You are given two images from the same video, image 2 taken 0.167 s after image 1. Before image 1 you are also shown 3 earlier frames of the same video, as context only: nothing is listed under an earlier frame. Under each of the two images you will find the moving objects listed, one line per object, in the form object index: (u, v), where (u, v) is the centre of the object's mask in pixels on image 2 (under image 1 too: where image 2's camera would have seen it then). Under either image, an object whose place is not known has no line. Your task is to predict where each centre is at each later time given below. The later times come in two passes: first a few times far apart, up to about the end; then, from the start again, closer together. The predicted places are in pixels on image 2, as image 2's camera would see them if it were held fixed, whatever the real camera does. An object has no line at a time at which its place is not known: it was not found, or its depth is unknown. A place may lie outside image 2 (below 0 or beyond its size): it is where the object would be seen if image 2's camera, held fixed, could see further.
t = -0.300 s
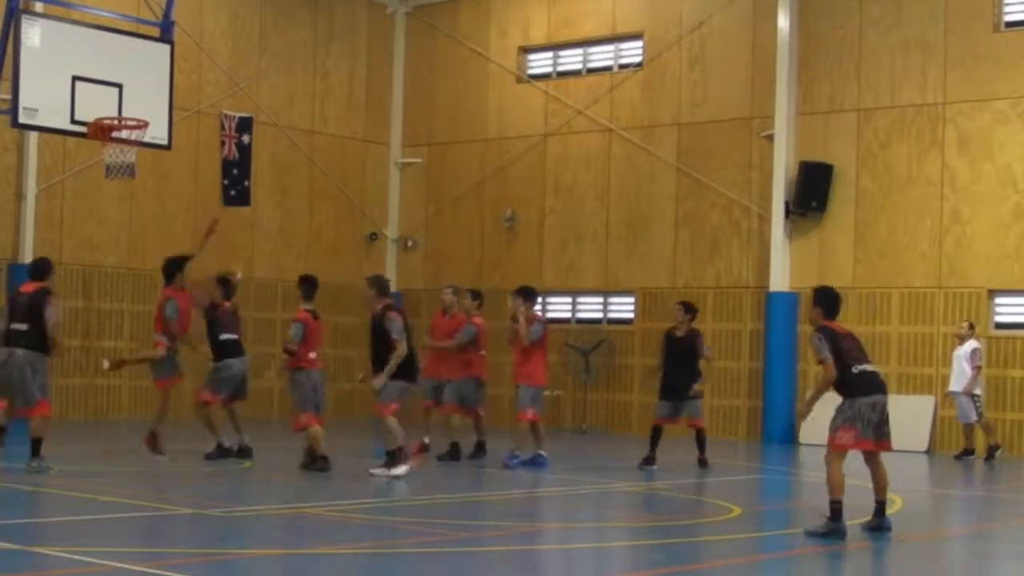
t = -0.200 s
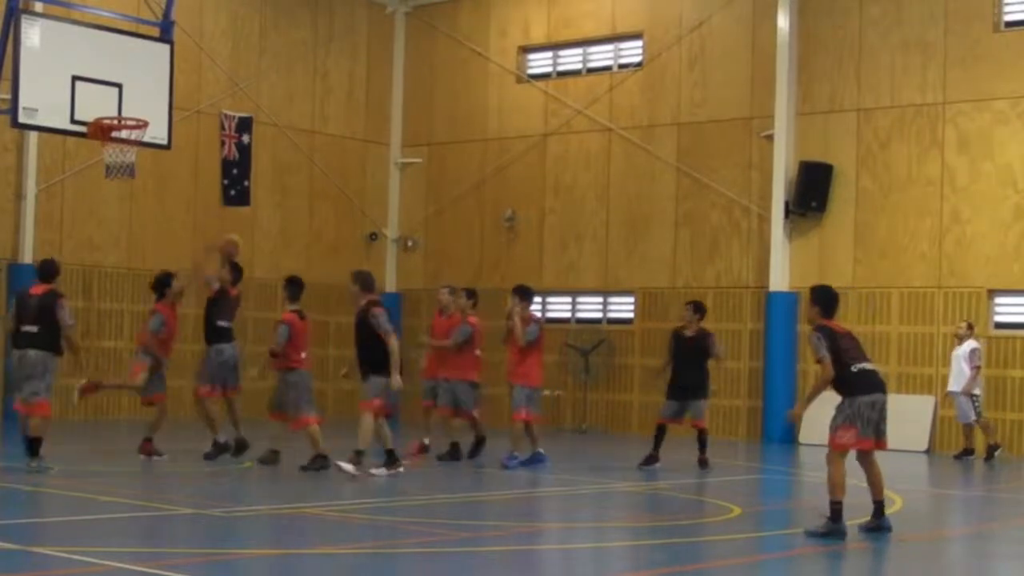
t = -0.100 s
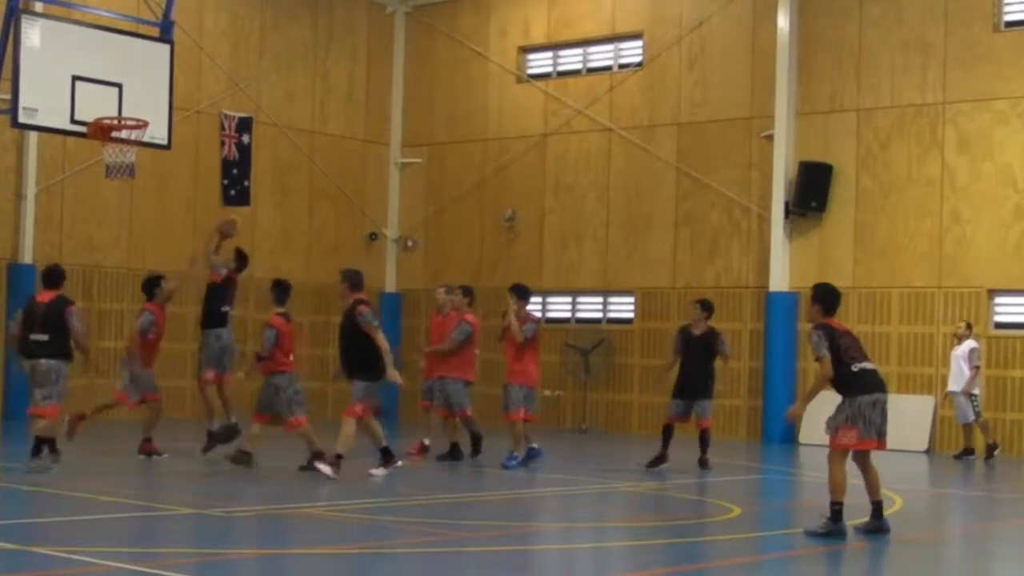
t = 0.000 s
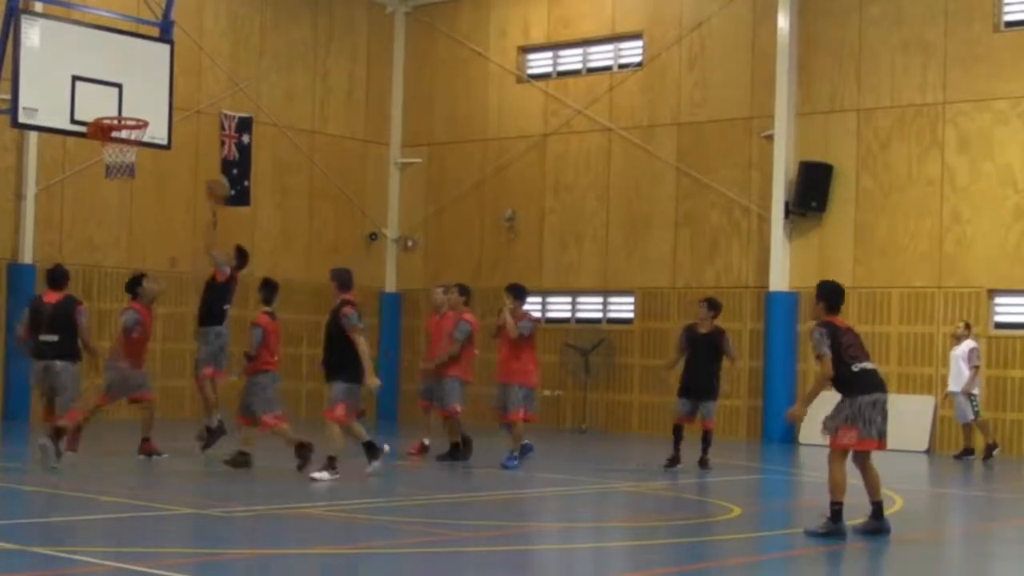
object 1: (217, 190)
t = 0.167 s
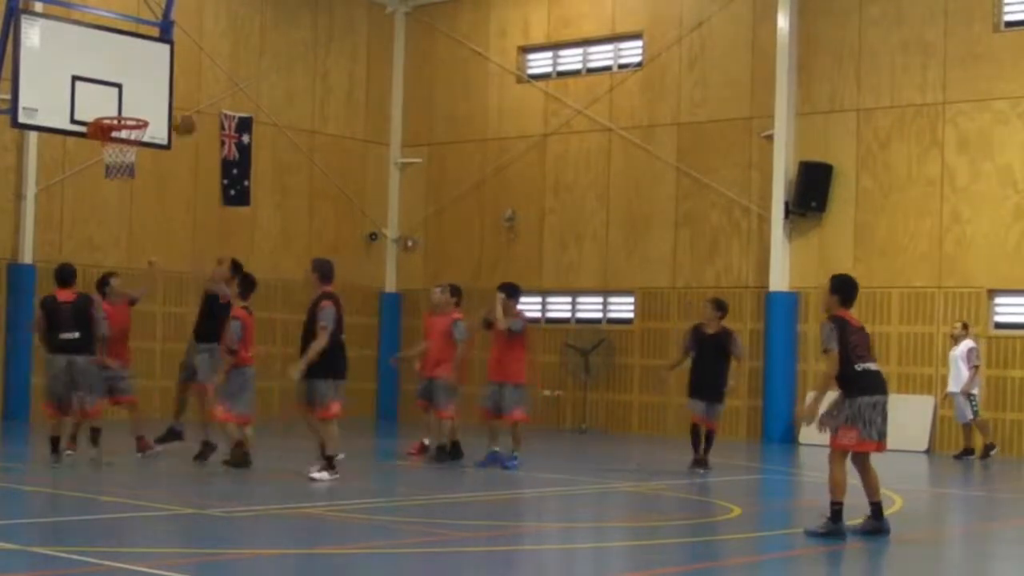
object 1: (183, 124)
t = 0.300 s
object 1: (159, 92)
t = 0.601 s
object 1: (118, 90)
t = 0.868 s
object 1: (114, 157)
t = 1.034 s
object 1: (115, 209)
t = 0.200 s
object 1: (177, 115)
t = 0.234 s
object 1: (170, 105)
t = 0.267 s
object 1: (164, 98)
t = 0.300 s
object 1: (159, 92)
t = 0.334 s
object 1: (152, 87)
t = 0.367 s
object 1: (145, 84)
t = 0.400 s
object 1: (138, 81)
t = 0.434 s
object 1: (131, 80)
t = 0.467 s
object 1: (124, 79)
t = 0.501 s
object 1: (121, 81)
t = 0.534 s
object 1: (121, 82)
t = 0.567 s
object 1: (119, 86)
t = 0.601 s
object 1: (118, 90)
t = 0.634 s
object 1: (117, 96)
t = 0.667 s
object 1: (115, 103)
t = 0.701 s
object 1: (115, 109)
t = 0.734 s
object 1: (112, 112)
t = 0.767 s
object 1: (114, 129)
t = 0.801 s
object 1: (109, 142)
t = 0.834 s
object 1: (113, 156)
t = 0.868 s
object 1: (114, 157)
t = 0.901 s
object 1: (112, 167)
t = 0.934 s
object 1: (114, 164)
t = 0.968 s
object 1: (113, 186)
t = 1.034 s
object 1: (115, 209)
